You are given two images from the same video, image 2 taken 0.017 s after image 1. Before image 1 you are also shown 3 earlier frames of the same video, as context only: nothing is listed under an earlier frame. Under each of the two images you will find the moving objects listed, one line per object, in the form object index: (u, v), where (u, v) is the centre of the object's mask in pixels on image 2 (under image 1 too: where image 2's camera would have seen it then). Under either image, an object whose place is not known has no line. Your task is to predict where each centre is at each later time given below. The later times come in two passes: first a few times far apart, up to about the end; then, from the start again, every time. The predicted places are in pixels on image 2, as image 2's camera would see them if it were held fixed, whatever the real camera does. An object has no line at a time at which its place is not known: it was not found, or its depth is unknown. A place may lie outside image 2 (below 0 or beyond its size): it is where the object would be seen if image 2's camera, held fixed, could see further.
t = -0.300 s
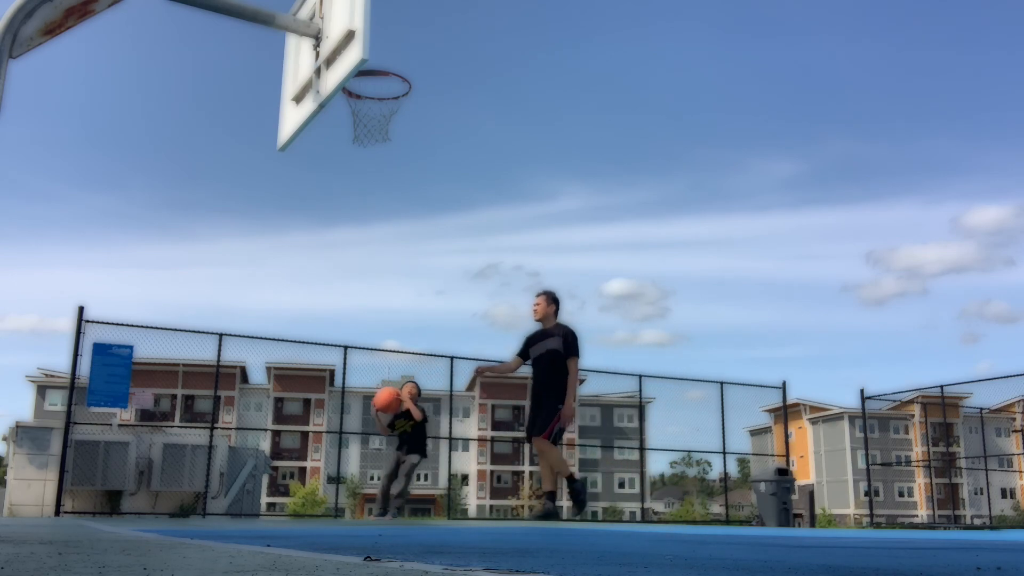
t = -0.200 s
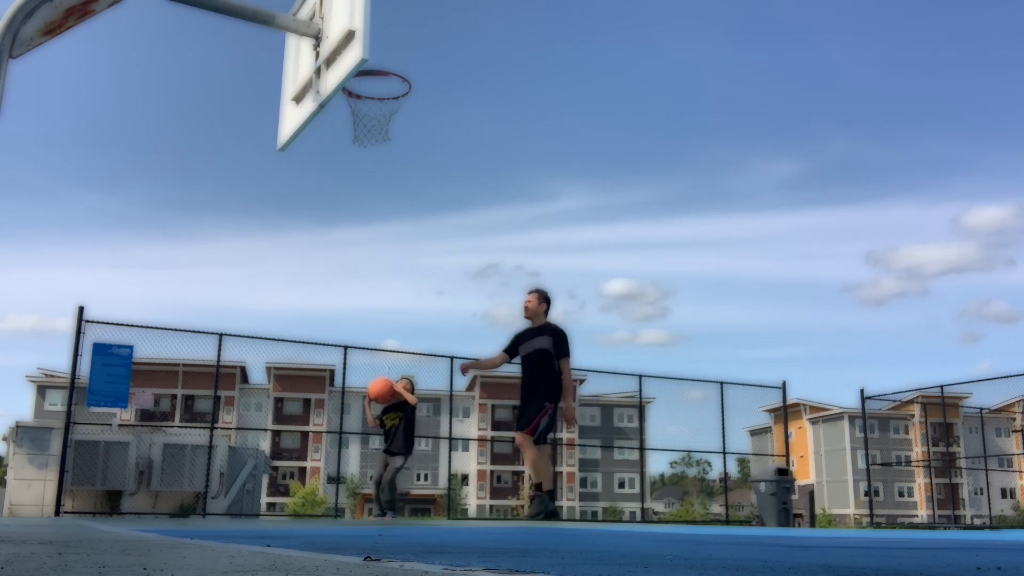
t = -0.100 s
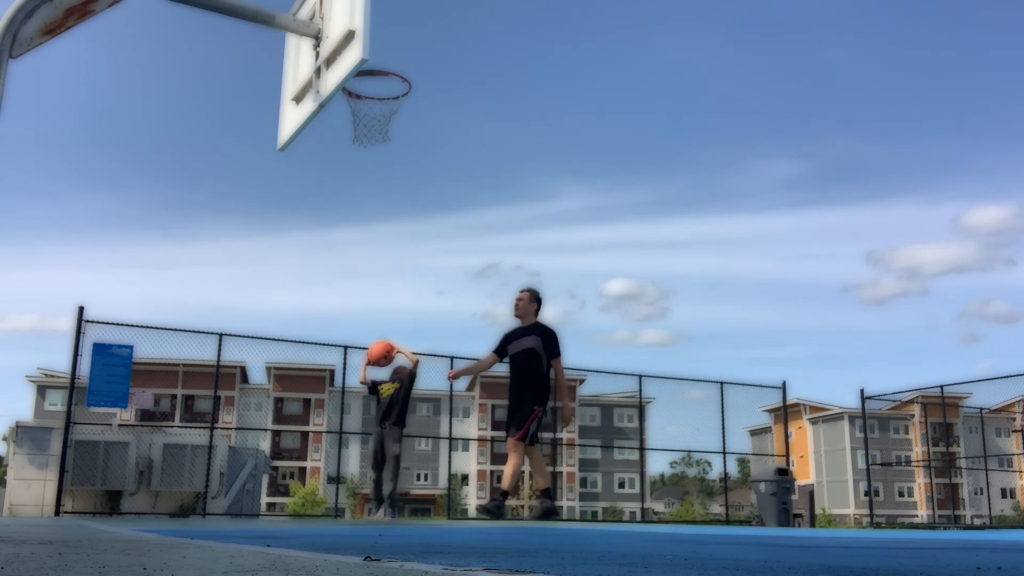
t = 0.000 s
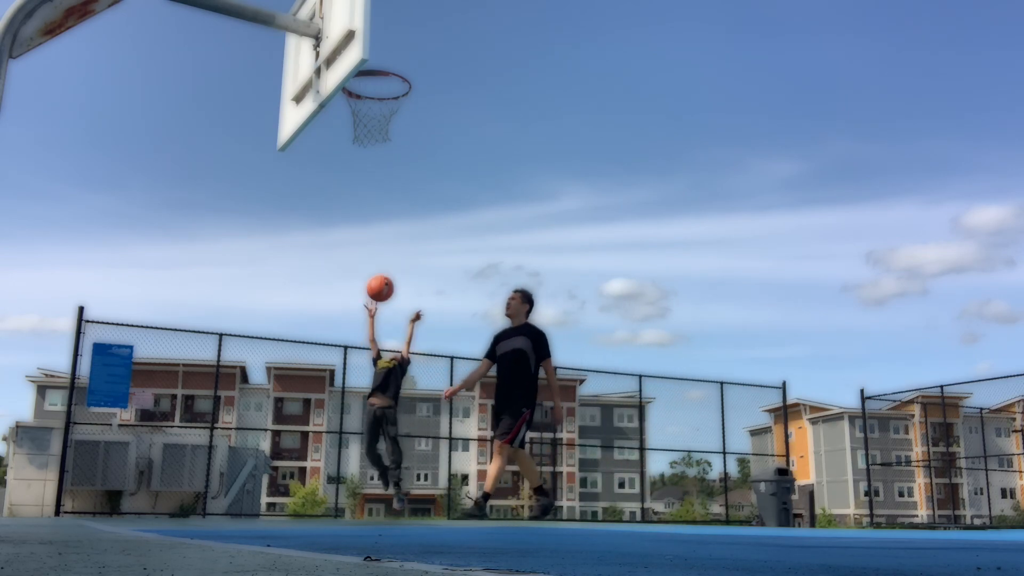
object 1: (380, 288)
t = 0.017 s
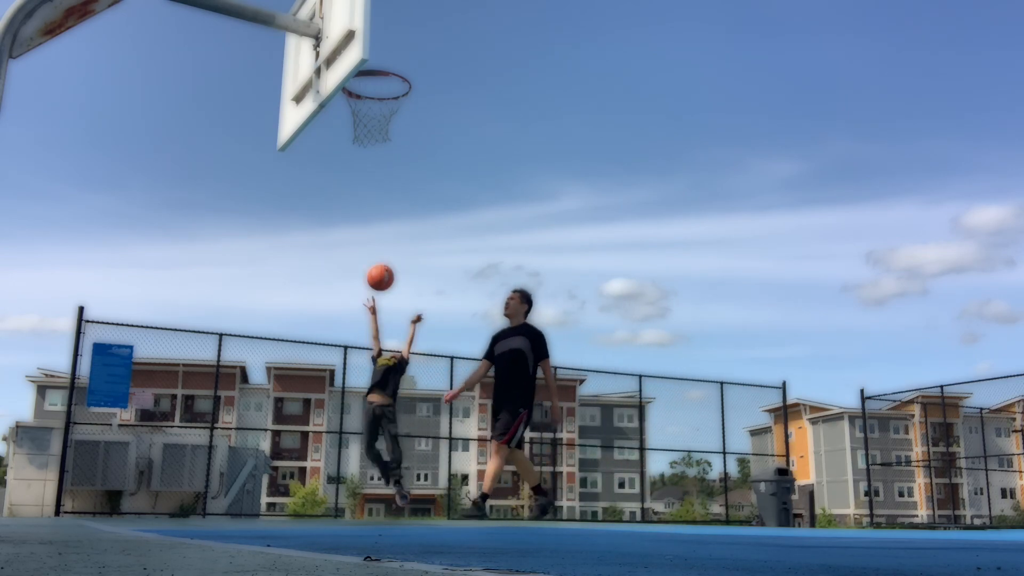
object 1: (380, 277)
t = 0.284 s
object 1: (383, 146)
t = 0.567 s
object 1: (382, 93)
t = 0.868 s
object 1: (374, 121)
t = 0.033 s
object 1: (380, 267)
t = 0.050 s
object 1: (381, 256)
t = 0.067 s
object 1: (381, 247)
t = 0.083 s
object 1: (381, 237)
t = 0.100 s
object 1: (381, 227)
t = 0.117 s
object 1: (382, 218)
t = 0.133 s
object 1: (382, 210)
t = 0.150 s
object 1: (382, 201)
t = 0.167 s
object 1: (382, 193)
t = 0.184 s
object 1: (382, 185)
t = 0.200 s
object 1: (382, 178)
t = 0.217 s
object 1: (382, 171)
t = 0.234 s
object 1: (383, 164)
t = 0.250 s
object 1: (383, 158)
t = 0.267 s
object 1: (383, 152)
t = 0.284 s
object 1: (383, 146)
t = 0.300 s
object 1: (383, 140)
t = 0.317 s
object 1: (383, 135)
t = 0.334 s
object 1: (383, 130)
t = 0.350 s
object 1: (383, 125)
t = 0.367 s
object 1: (383, 121)
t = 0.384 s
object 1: (383, 116)
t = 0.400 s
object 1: (383, 113)
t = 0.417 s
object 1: (383, 110)
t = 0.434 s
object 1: (383, 106)
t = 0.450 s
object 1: (383, 103)
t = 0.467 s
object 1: (383, 101)
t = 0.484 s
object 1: (383, 99)
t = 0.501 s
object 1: (383, 97)
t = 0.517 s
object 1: (383, 96)
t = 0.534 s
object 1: (383, 94)
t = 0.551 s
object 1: (382, 93)
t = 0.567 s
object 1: (382, 93)
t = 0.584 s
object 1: (382, 92)
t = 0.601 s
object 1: (382, 92)
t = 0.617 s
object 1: (381, 92)
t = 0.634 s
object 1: (381, 92)
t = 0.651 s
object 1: (380, 92)
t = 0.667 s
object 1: (380, 92)
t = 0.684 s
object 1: (380, 93)
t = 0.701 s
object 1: (379, 94)
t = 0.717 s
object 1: (379, 95)
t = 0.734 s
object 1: (379, 96)
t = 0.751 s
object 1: (379, 98)
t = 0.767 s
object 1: (378, 101)
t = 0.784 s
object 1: (377, 103)
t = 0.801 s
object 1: (376, 105)
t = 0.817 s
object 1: (376, 110)
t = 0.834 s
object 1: (375, 112)
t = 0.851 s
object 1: (375, 116)
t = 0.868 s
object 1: (374, 121)
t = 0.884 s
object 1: (374, 125)
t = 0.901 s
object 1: (373, 130)
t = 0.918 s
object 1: (373, 135)
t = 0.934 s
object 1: (372, 140)
